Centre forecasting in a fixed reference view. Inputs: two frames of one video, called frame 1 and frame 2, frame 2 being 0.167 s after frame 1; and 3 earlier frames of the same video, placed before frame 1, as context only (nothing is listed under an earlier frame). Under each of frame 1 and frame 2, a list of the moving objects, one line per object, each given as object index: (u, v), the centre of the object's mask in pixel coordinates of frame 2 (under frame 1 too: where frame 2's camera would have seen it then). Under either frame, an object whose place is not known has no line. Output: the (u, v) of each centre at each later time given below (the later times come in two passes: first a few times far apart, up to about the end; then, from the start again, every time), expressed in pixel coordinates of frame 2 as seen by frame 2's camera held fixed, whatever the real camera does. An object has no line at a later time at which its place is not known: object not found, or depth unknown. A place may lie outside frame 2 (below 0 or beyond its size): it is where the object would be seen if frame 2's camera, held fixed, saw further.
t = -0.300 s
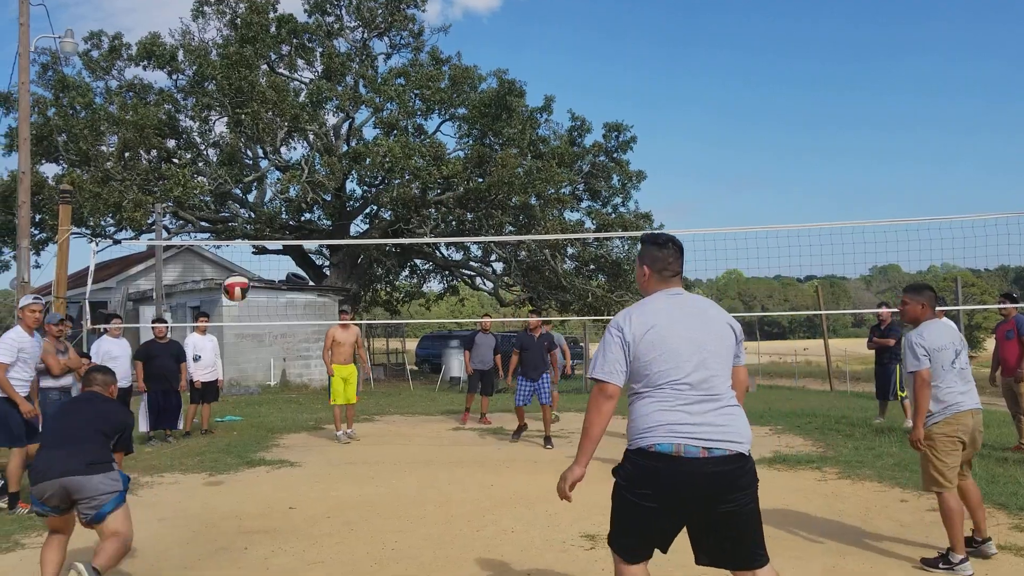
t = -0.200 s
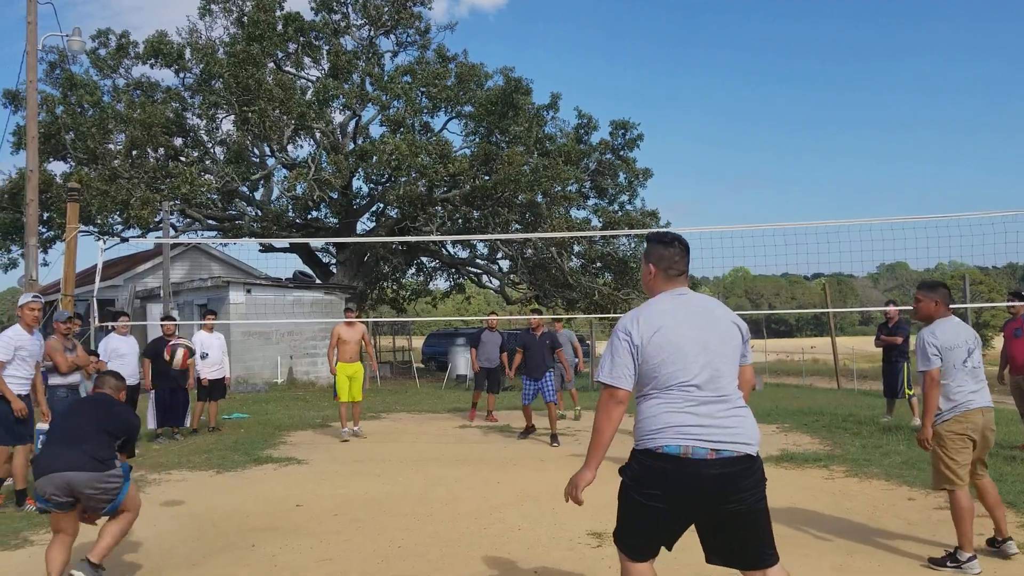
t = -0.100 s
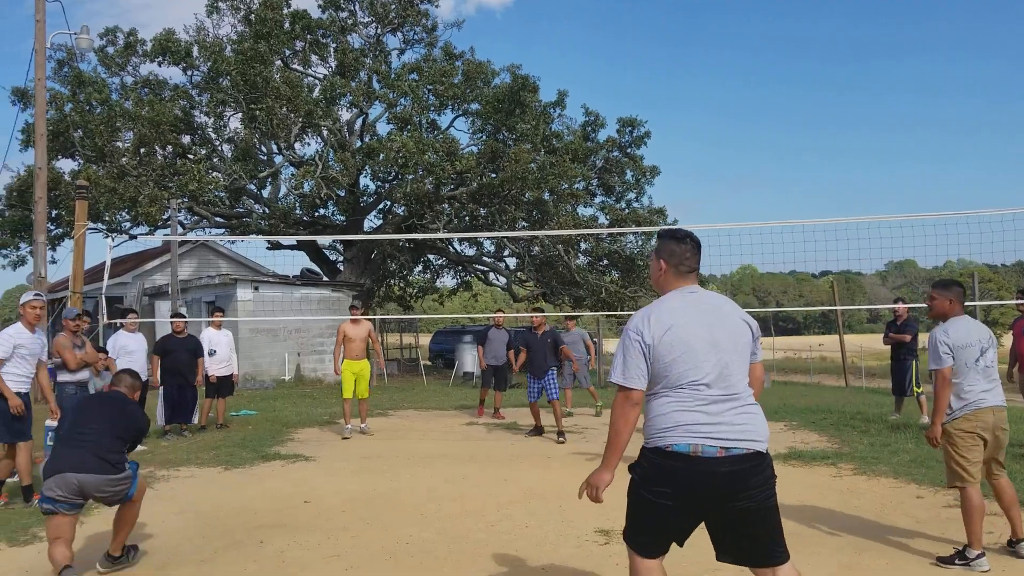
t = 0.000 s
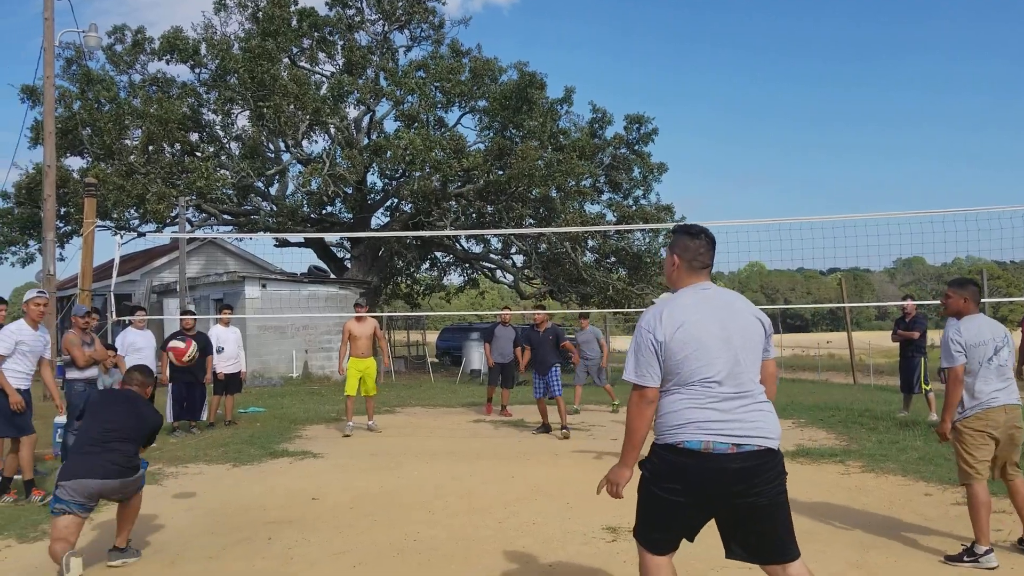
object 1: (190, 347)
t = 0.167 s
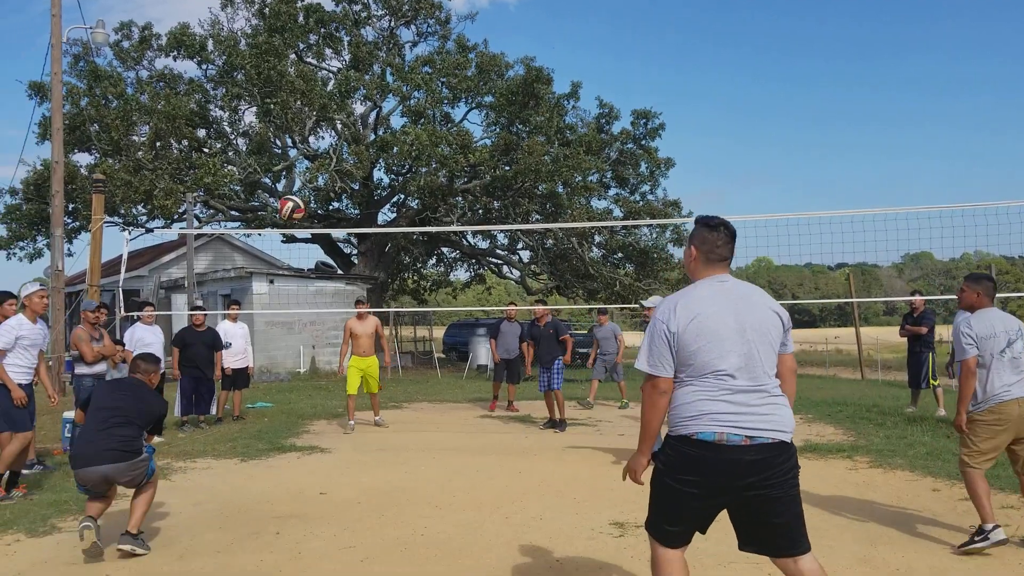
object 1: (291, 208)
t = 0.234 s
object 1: (324, 169)
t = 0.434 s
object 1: (408, 99)
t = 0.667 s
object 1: (486, 78)
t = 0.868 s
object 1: (536, 98)
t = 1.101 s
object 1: (586, 156)
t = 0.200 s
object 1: (308, 188)
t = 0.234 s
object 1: (324, 169)
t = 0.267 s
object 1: (339, 154)
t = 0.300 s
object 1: (354, 140)
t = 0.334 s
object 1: (369, 127)
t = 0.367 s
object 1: (382, 116)
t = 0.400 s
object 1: (396, 107)
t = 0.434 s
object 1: (408, 99)
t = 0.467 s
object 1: (420, 92)
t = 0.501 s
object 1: (433, 87)
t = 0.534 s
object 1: (443, 82)
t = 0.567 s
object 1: (454, 80)
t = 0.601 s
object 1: (464, 77)
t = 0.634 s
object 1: (476, 77)
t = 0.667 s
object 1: (486, 78)
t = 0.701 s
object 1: (495, 79)
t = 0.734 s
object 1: (504, 81)
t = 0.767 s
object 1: (512, 84)
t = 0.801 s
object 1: (521, 88)
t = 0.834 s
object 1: (529, 94)
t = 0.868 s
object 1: (536, 98)
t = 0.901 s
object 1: (545, 105)
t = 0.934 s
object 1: (553, 112)
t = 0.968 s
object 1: (560, 120)
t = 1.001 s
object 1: (566, 129)
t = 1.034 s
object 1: (573, 137)
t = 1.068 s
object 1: (580, 146)
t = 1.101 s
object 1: (586, 156)
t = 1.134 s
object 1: (591, 167)
